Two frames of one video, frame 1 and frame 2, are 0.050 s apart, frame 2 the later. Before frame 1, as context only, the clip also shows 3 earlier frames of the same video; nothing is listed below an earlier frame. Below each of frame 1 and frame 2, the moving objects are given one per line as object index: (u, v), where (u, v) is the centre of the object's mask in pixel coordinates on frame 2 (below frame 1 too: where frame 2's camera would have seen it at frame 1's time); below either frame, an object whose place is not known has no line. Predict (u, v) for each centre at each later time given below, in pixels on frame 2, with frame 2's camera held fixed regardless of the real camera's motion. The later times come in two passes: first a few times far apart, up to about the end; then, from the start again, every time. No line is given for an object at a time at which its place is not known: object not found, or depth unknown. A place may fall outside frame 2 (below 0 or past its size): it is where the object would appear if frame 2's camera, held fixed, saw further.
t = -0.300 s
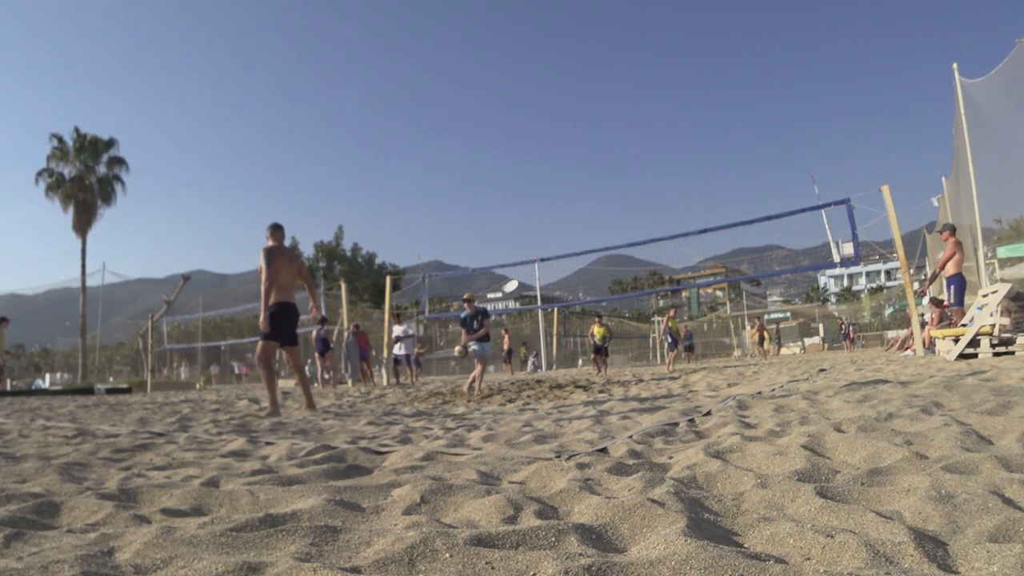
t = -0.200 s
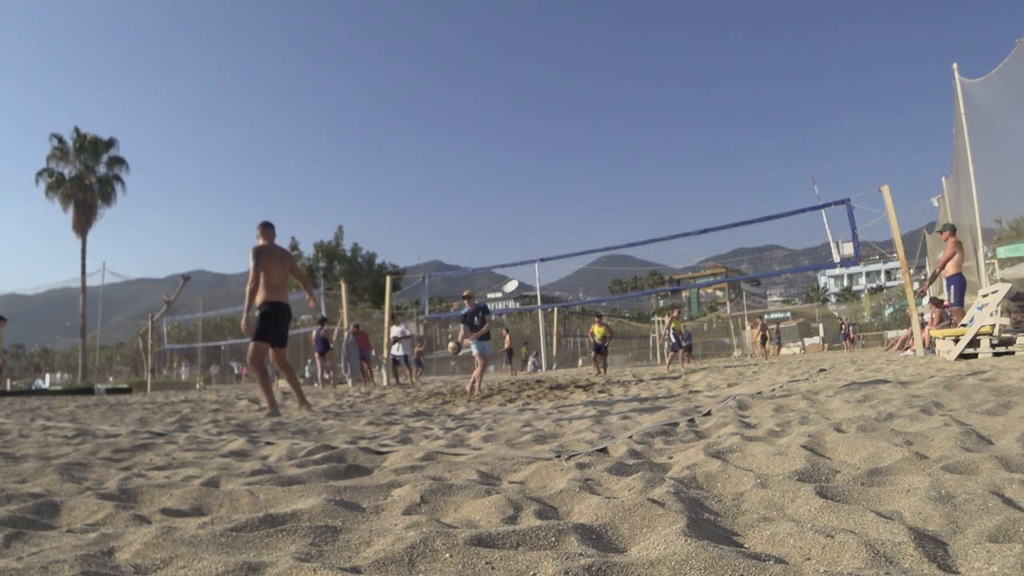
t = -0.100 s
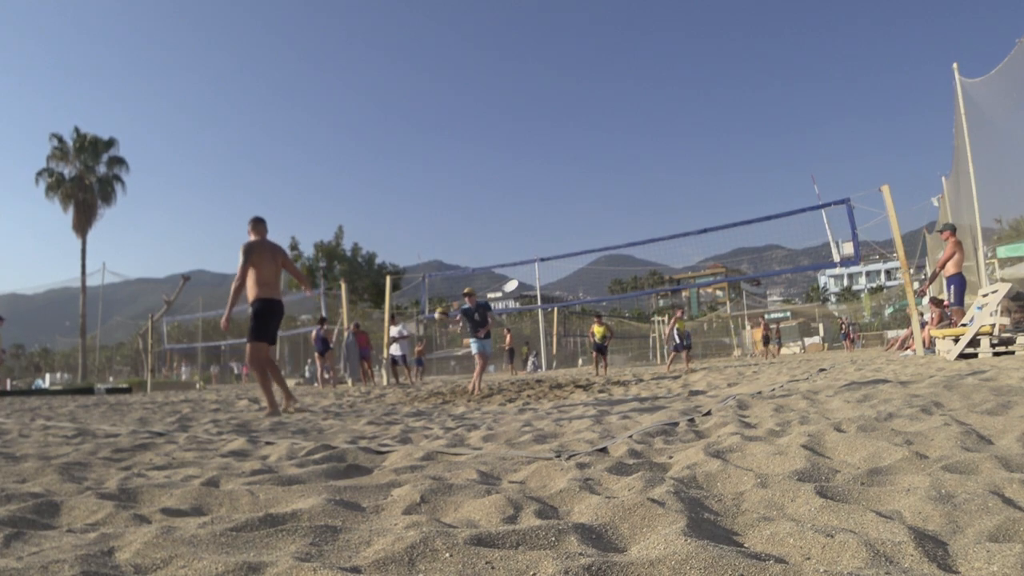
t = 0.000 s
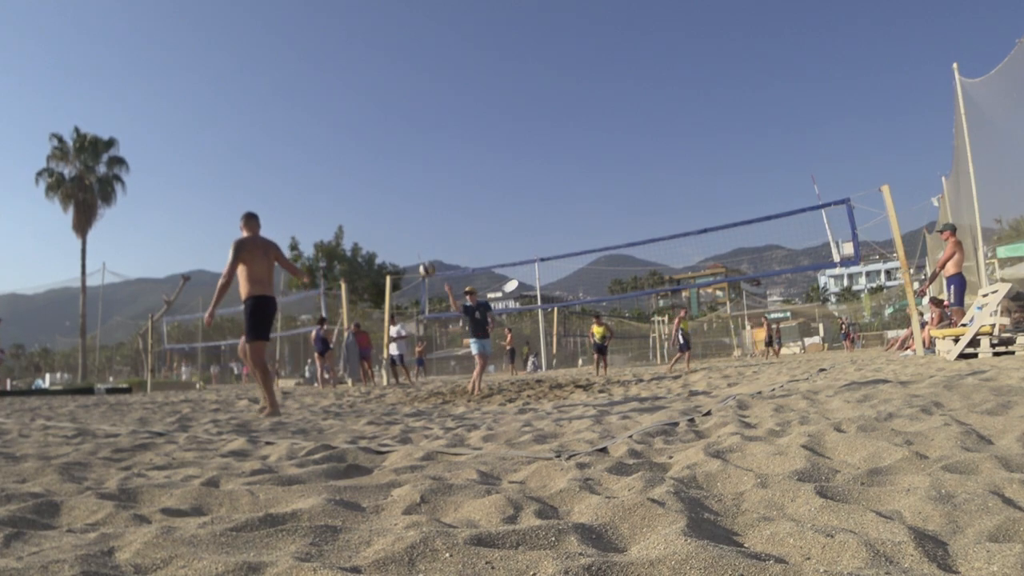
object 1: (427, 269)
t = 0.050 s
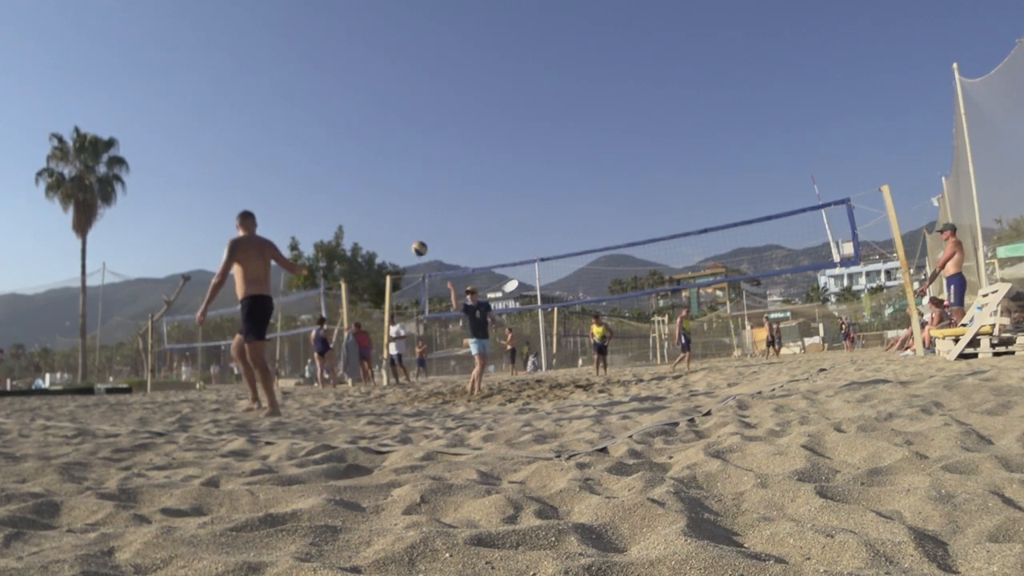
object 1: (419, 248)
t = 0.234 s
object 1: (390, 183)
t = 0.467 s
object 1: (347, 126)
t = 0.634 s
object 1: (314, 108)
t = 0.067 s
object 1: (417, 242)
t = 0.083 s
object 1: (414, 235)
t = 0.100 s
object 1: (411, 229)
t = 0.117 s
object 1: (408, 222)
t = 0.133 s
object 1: (406, 216)
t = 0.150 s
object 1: (403, 210)
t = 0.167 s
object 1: (400, 204)
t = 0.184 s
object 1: (398, 199)
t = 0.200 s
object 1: (395, 193)
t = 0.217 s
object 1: (392, 188)
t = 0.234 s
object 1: (390, 183)
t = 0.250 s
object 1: (387, 177)
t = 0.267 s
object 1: (384, 172)
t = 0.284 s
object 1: (381, 168)
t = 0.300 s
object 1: (378, 163)
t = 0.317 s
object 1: (375, 159)
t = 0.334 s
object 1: (372, 154)
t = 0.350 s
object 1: (369, 150)
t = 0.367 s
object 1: (366, 146)
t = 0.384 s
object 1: (363, 142)
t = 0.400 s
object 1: (360, 139)
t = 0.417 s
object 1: (357, 135)
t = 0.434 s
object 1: (354, 132)
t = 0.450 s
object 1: (350, 128)
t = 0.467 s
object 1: (347, 126)
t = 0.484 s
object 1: (344, 123)
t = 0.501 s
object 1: (341, 120)
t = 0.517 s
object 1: (338, 118)
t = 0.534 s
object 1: (335, 116)
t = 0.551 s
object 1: (331, 114)
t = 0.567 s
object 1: (328, 112)
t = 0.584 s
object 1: (324, 111)
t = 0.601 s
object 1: (321, 109)
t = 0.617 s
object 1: (318, 108)
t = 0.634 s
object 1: (314, 108)
